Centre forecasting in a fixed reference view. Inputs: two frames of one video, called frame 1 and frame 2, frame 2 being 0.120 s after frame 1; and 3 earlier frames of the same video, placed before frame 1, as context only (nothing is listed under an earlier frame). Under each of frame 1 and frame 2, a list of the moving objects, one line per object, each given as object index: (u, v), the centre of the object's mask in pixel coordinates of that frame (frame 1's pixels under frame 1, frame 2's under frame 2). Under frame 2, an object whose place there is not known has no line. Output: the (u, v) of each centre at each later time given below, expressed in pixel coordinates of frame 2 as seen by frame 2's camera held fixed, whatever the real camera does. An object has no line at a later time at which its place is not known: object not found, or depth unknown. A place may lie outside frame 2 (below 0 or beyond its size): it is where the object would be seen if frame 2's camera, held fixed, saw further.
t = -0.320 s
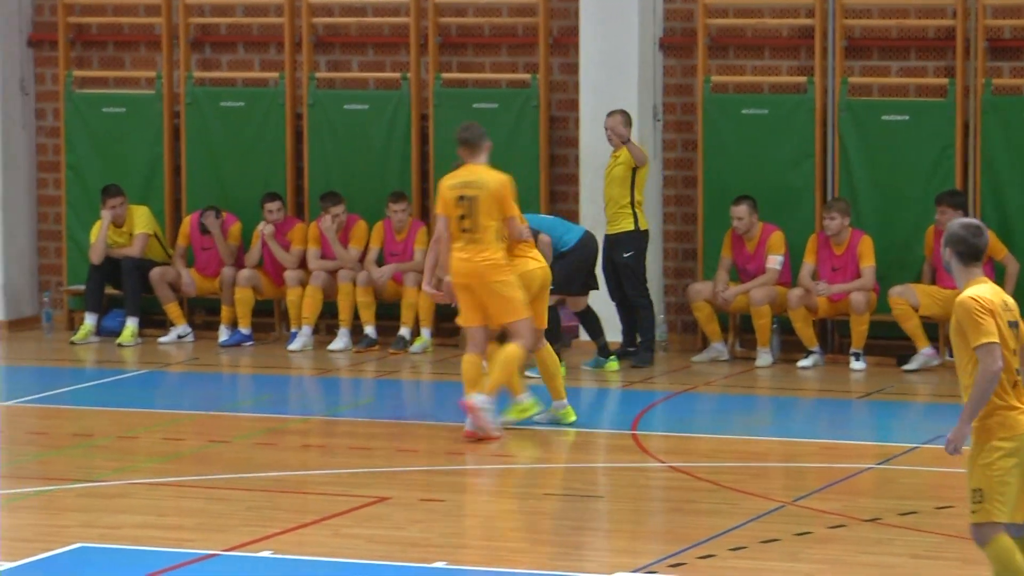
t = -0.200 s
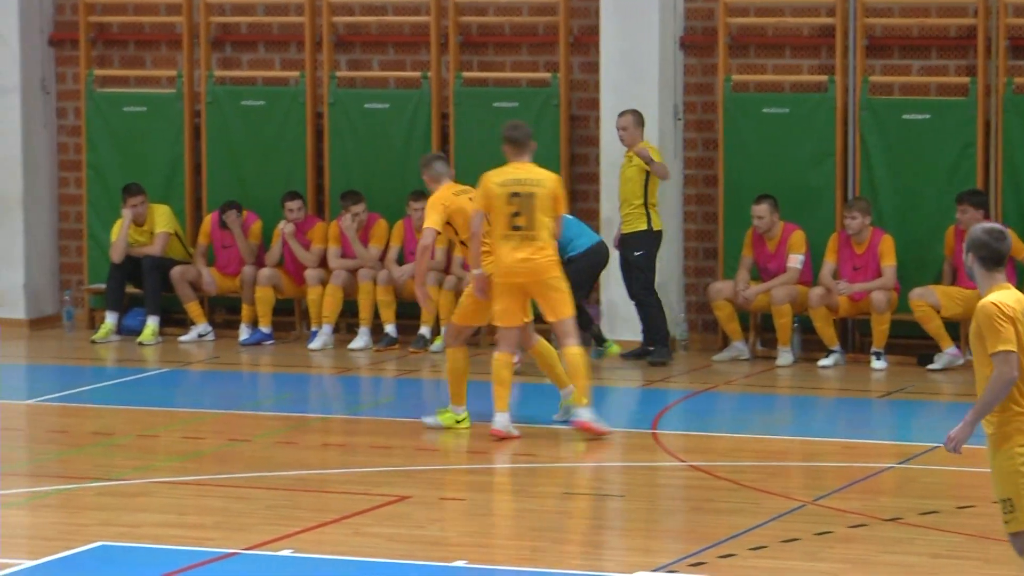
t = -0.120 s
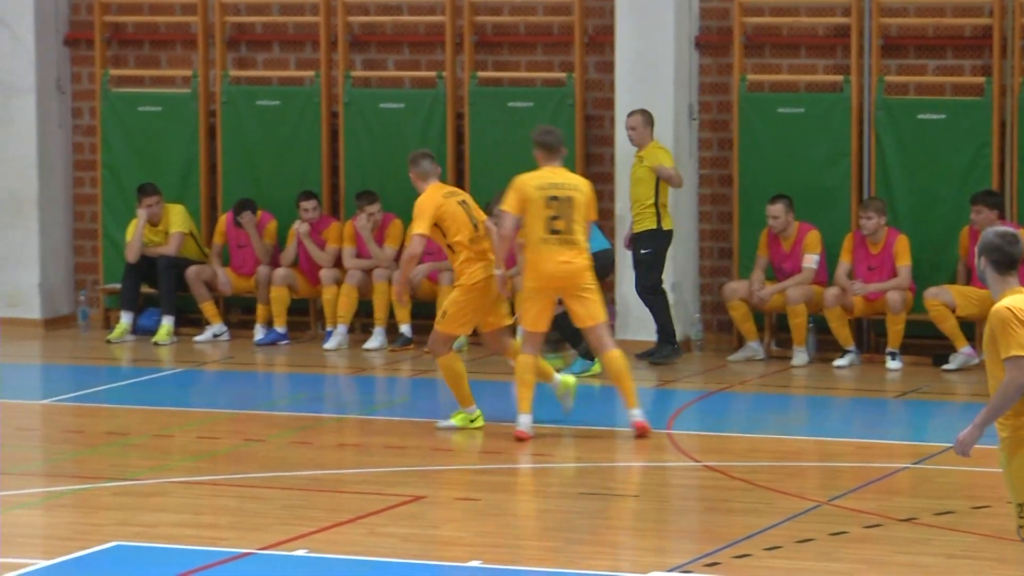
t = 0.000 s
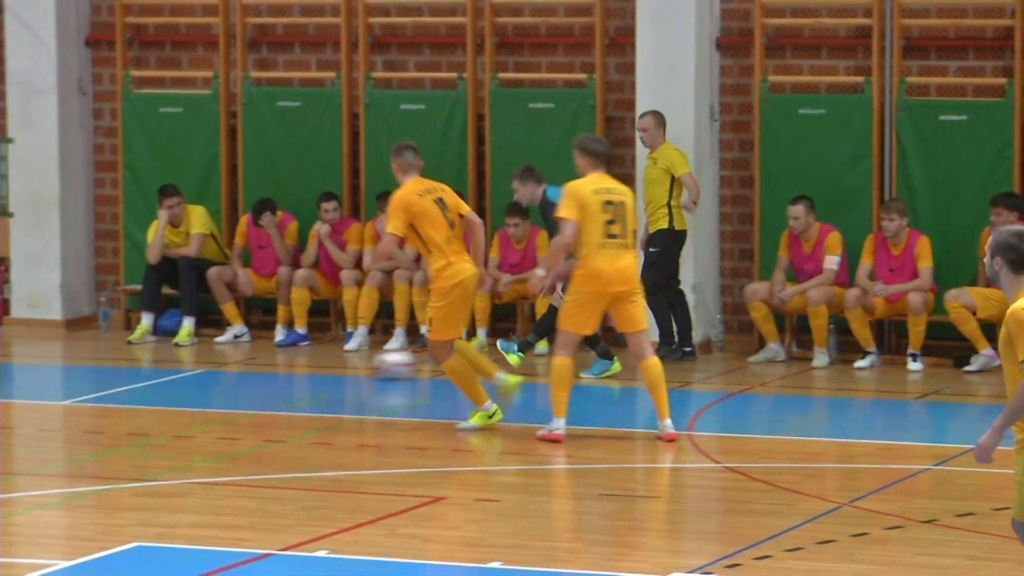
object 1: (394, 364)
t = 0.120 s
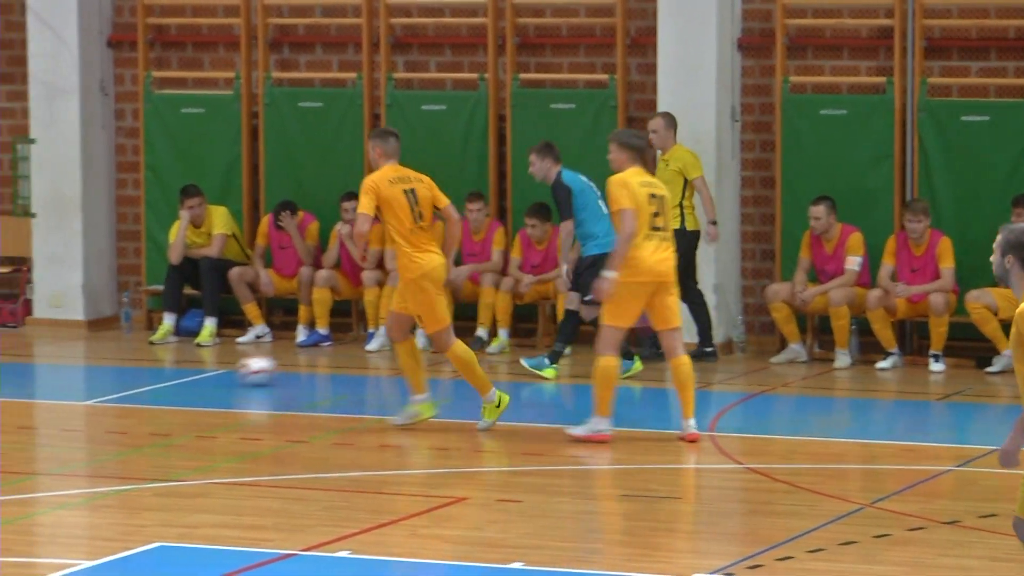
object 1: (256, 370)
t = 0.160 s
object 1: (205, 371)
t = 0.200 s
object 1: (154, 373)
